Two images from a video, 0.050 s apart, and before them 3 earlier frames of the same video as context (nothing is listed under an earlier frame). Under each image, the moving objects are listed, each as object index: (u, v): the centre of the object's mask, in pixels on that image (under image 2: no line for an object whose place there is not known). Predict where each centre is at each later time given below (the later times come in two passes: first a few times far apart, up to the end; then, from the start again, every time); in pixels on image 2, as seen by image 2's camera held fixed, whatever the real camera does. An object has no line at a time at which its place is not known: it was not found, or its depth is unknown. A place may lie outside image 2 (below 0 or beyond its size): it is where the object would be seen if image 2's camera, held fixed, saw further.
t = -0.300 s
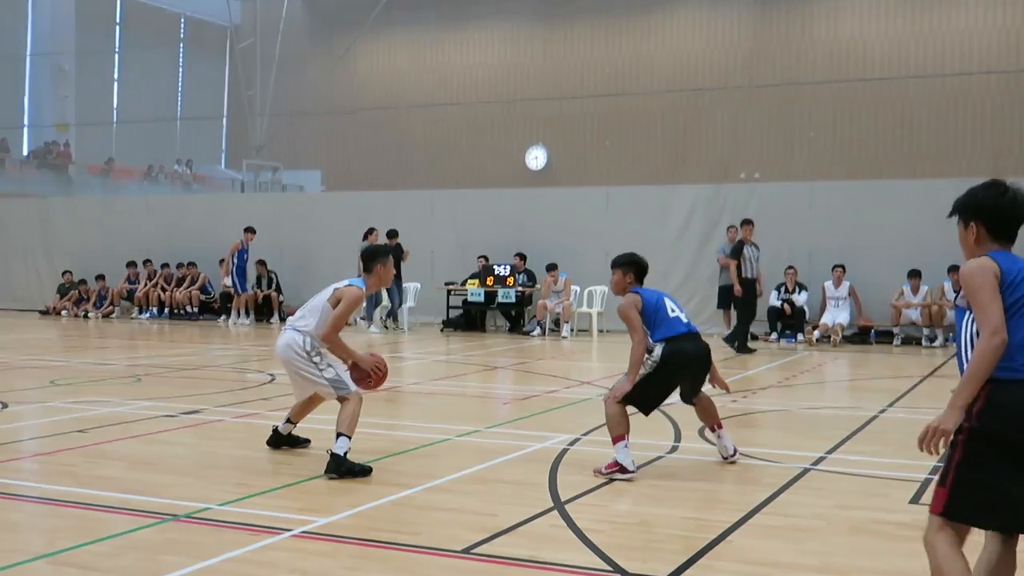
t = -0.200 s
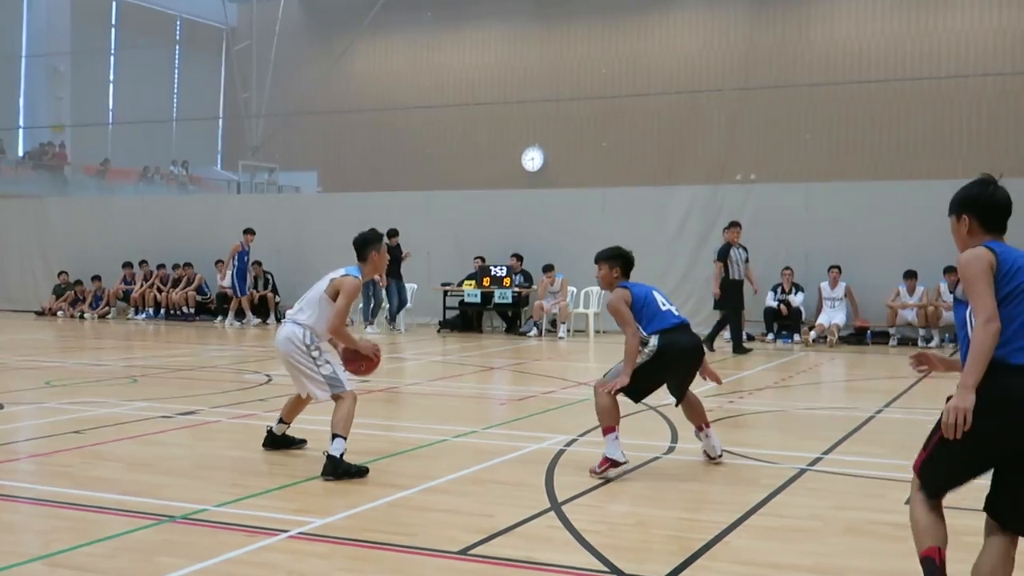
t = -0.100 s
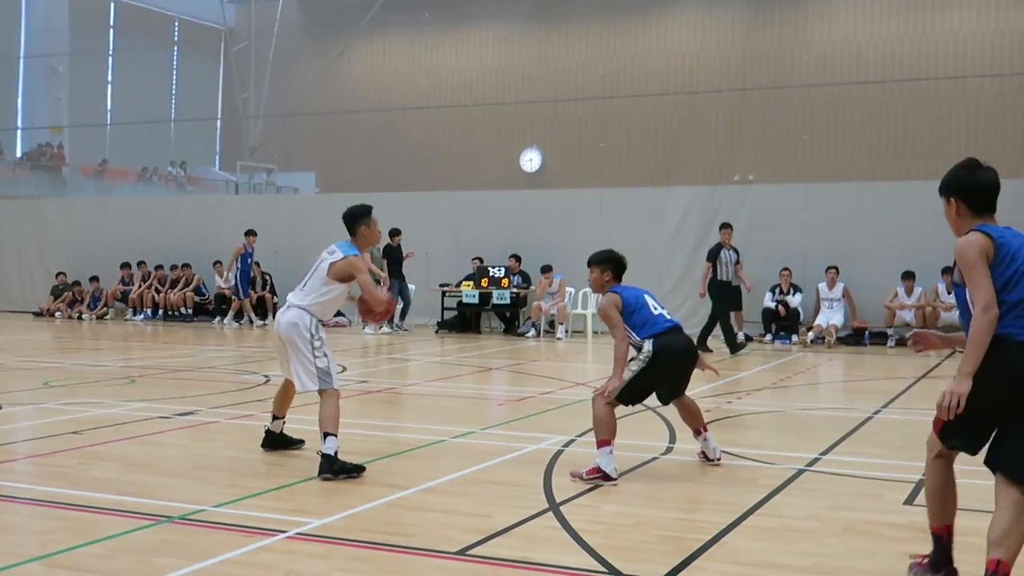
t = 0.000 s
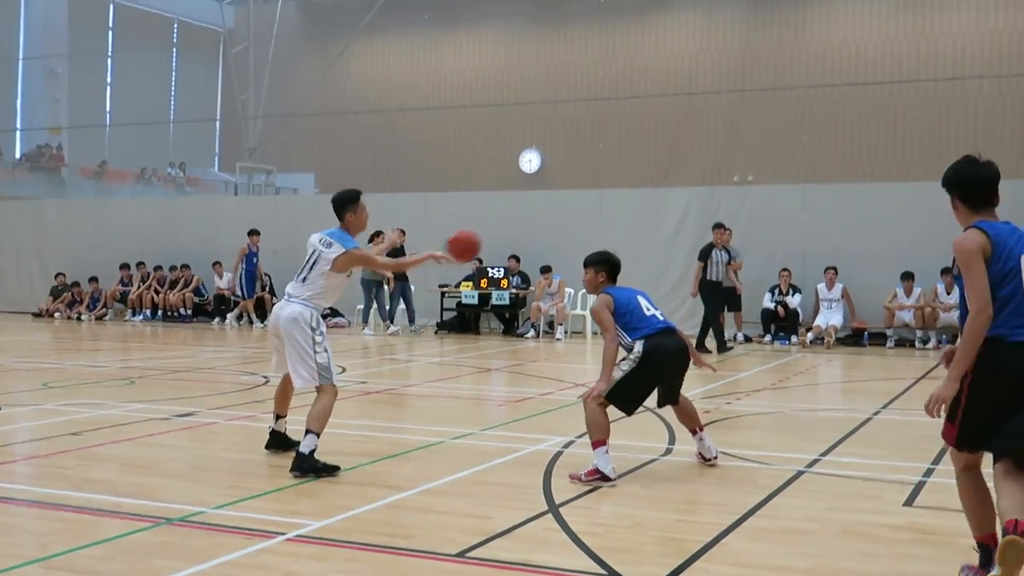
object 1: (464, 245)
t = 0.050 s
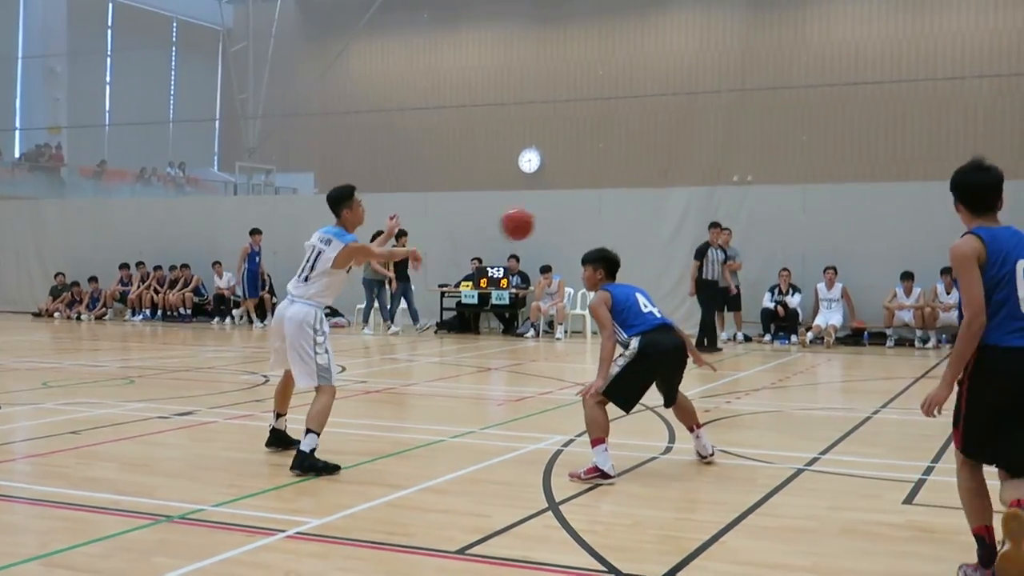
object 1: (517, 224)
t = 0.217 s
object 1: (667, 180)
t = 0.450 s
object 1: (821, 175)
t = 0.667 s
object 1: (927, 211)
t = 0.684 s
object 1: (934, 215)
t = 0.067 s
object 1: (534, 217)
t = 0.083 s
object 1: (551, 211)
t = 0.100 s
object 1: (567, 207)
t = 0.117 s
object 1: (582, 201)
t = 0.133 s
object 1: (597, 197)
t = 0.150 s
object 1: (612, 192)
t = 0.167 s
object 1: (626, 188)
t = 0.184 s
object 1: (640, 185)
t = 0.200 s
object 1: (654, 183)
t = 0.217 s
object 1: (667, 180)
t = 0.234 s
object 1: (680, 178)
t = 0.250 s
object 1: (693, 176)
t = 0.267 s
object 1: (705, 174)
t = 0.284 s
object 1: (717, 174)
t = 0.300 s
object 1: (728, 172)
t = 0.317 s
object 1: (739, 171)
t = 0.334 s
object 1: (750, 171)
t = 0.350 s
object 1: (761, 171)
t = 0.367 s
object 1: (771, 171)
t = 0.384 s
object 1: (781, 171)
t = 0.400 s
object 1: (792, 172)
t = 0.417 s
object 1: (801, 172)
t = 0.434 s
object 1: (810, 174)
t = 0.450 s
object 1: (821, 175)
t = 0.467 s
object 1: (830, 178)
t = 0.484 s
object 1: (839, 179)
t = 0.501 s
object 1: (847, 181)
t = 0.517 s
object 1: (856, 183)
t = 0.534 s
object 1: (864, 186)
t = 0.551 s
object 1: (872, 188)
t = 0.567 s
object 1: (881, 191)
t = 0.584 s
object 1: (888, 194)
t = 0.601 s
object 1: (896, 197)
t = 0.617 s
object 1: (904, 200)
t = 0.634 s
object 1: (911, 203)
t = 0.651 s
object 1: (919, 207)
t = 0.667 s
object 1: (927, 211)
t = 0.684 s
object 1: (934, 215)
